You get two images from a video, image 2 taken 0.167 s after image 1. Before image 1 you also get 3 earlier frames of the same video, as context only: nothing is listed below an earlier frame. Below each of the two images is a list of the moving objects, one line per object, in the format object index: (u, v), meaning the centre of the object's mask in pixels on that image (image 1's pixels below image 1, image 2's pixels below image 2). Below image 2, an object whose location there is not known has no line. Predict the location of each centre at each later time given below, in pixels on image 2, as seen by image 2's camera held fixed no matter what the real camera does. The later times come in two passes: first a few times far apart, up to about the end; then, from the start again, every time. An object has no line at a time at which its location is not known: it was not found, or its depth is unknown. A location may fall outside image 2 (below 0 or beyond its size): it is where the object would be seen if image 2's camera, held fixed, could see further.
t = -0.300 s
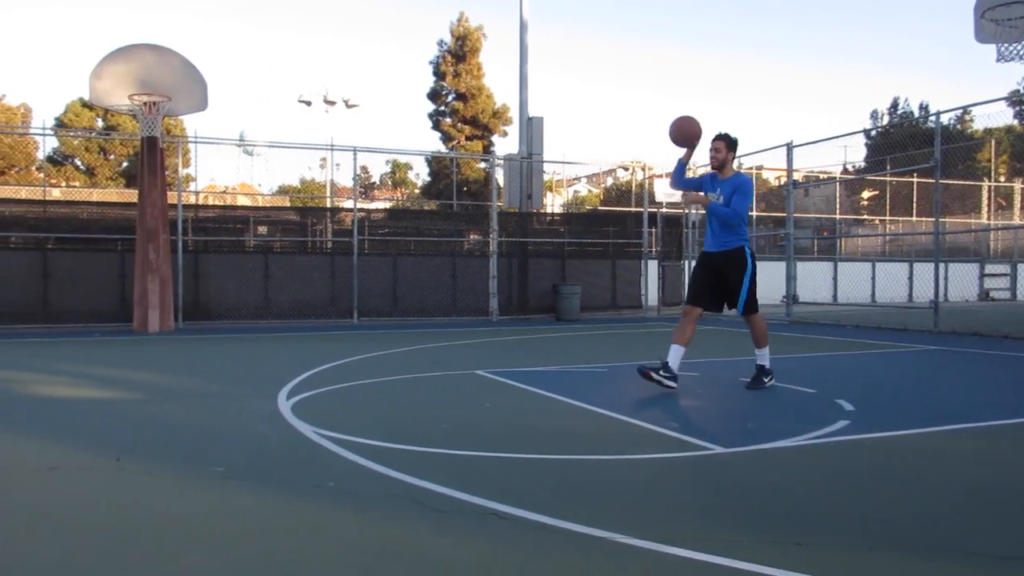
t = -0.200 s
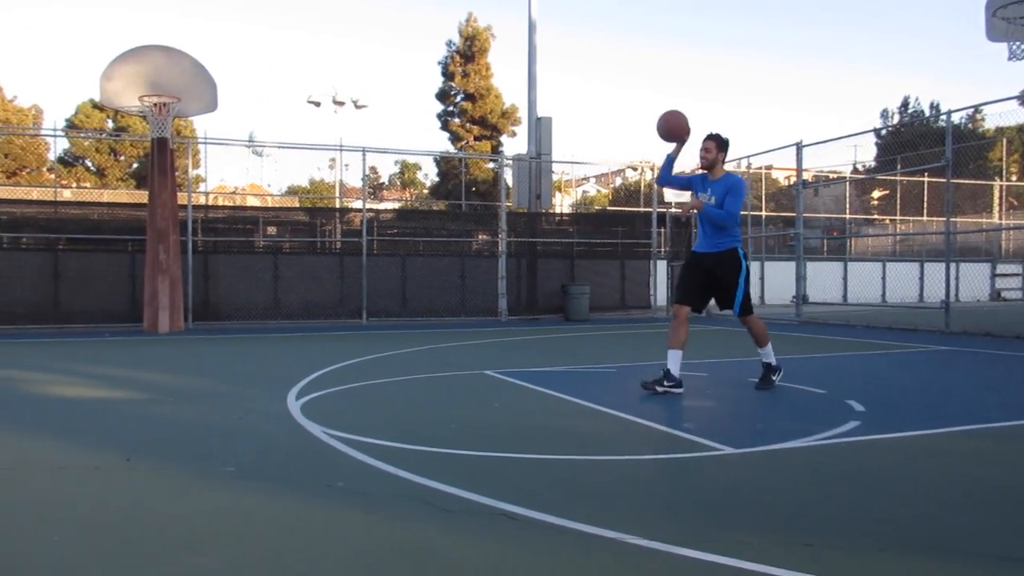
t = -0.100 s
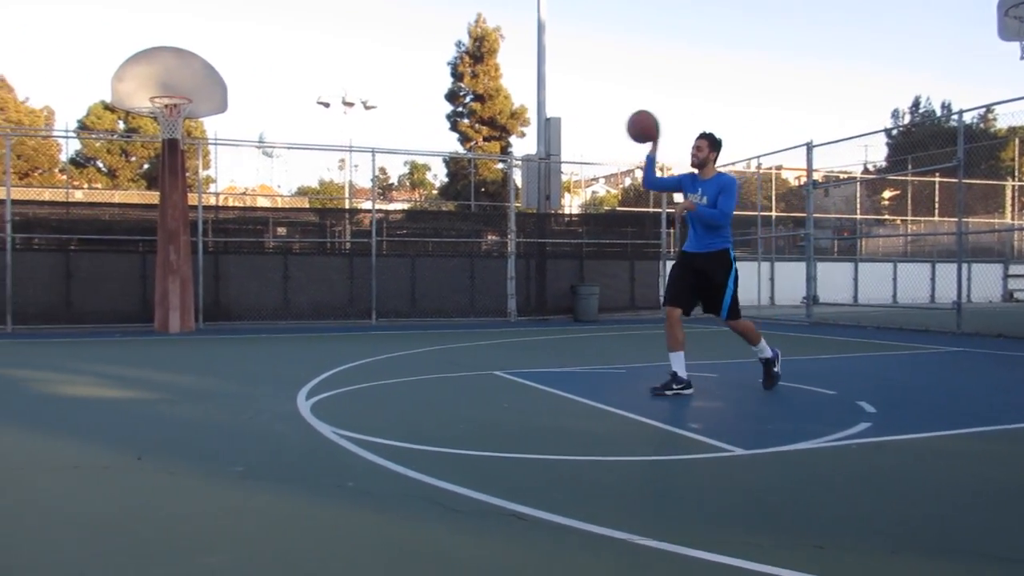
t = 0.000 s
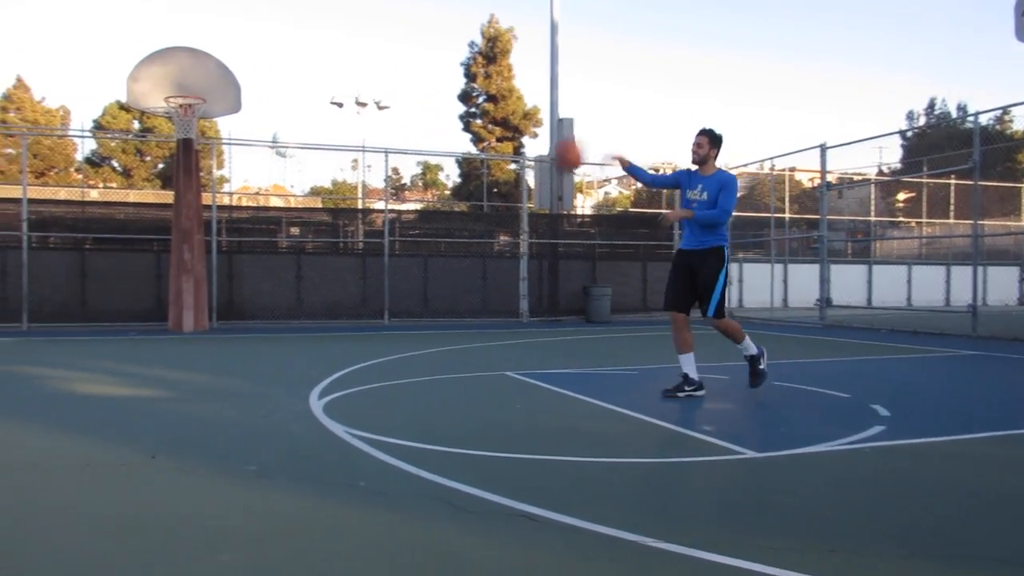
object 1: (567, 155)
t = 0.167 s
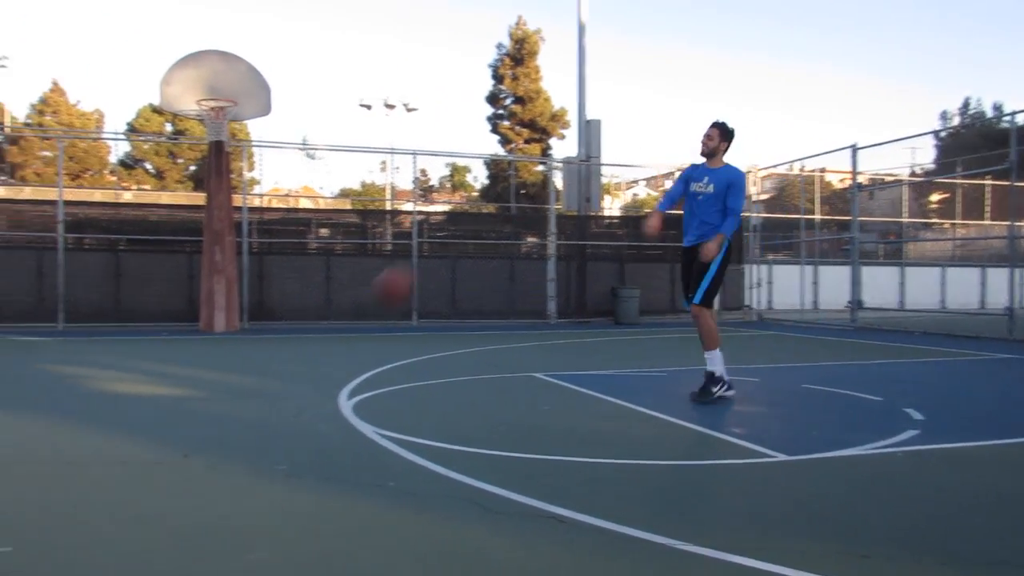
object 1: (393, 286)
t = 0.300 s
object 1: (230, 379)
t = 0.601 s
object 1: (18, 199)
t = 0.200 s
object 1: (351, 319)
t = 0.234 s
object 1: (305, 358)
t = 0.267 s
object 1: (257, 395)
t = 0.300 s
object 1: (230, 379)
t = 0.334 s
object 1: (208, 351)
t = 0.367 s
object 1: (184, 325)
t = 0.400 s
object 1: (162, 303)
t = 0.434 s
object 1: (138, 280)
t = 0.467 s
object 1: (114, 260)
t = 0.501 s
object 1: (92, 243)
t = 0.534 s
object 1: (68, 226)
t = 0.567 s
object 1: (43, 212)
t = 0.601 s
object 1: (18, 199)
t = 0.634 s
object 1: (-7, 187)
